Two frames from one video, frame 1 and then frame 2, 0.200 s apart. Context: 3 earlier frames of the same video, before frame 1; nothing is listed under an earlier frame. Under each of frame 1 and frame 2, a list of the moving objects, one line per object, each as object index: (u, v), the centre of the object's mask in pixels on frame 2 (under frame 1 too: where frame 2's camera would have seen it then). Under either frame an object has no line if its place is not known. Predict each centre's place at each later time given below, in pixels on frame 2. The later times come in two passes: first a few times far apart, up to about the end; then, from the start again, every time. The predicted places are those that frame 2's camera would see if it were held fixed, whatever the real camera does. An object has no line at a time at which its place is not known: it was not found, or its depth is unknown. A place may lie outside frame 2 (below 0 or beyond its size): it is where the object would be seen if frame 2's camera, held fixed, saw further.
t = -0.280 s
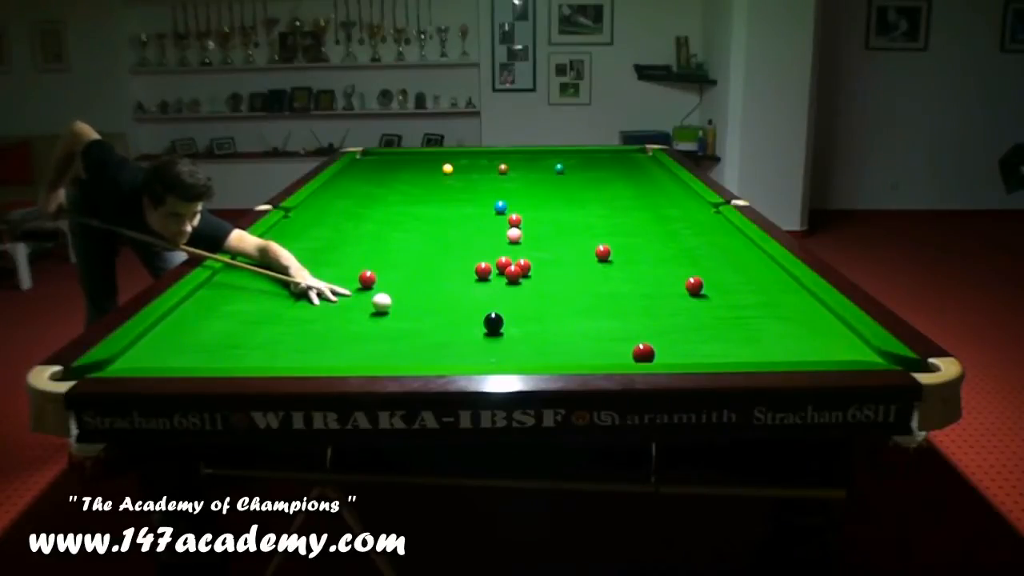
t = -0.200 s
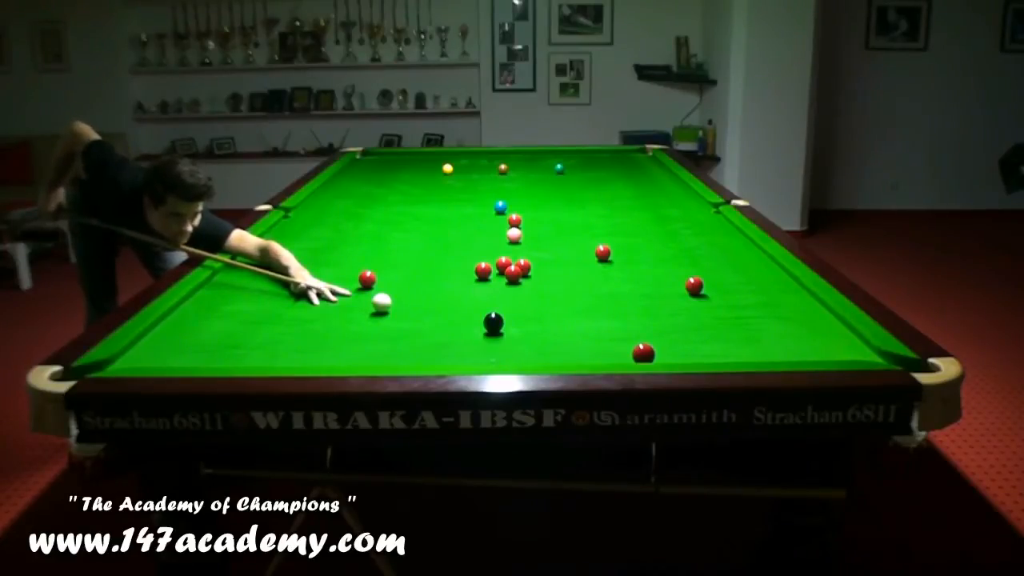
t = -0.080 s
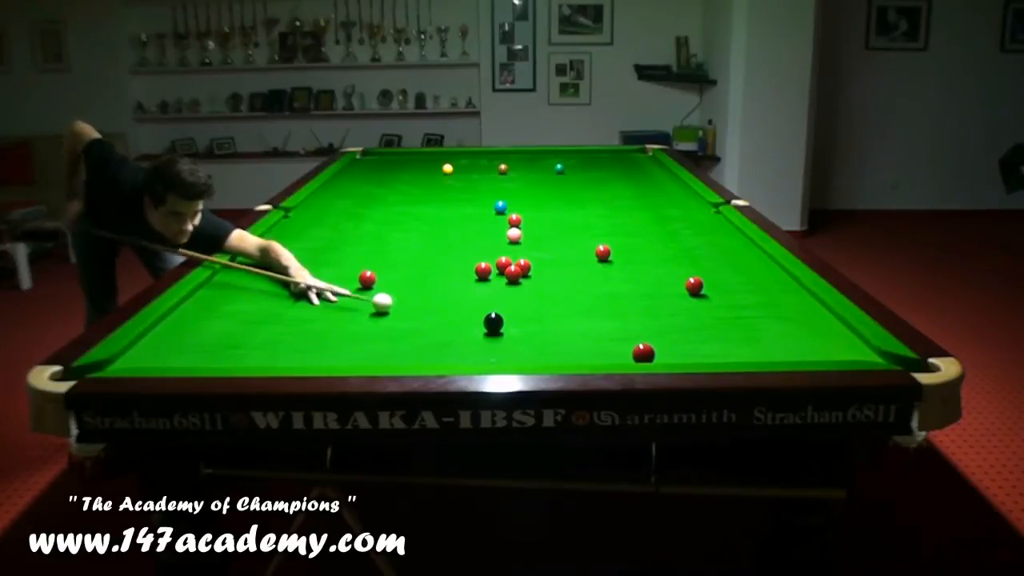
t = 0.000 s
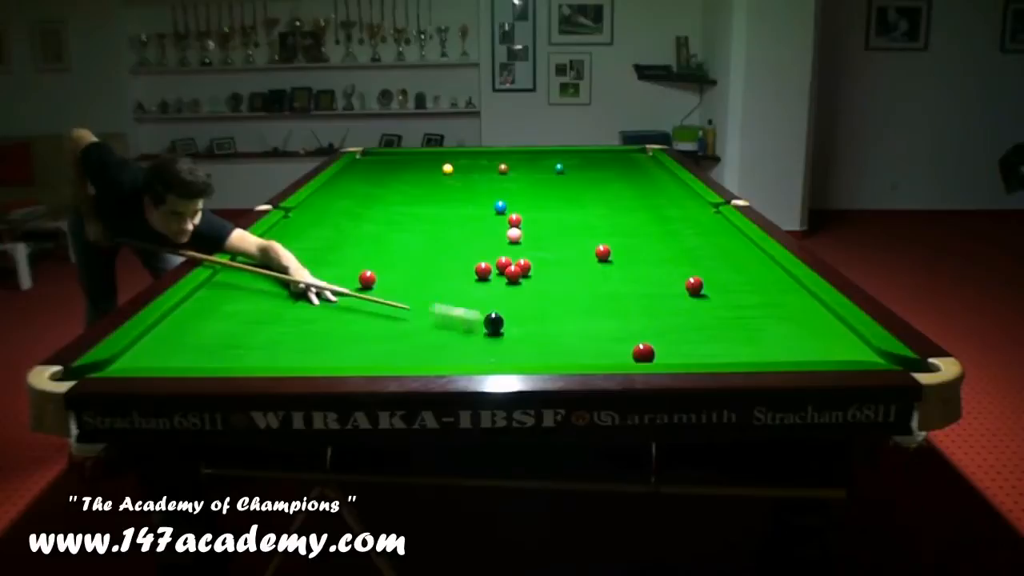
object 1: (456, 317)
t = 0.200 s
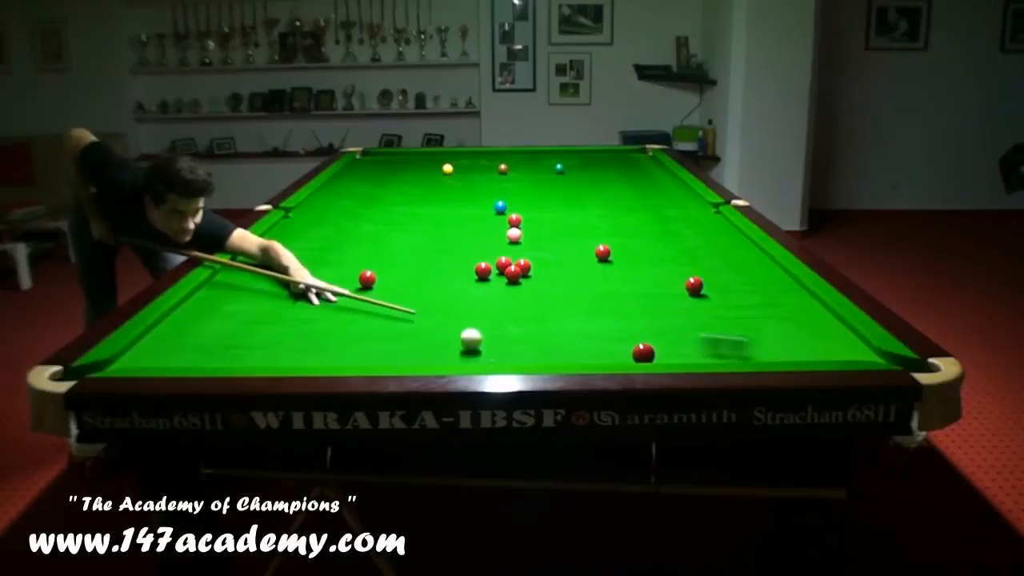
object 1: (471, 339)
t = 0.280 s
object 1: (472, 348)
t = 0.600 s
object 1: (471, 353)
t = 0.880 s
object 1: (463, 335)
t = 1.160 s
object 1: (457, 321)
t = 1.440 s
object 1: (451, 309)
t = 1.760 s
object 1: (444, 297)
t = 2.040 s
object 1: (439, 288)
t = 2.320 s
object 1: (435, 281)
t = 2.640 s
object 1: (431, 274)
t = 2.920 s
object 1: (427, 269)
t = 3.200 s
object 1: (424, 265)
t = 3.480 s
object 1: (421, 262)
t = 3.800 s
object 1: (418, 259)
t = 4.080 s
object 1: (416, 257)
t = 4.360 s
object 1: (415, 256)
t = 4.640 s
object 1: (414, 256)
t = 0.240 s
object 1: (472, 343)
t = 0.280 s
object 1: (472, 348)
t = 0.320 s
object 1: (473, 351)
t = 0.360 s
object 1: (474, 354)
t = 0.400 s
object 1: (475, 356)
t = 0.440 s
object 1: (476, 359)
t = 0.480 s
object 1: (474, 357)
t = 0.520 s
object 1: (473, 356)
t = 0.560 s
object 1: (472, 354)
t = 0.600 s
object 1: (471, 353)
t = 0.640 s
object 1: (470, 350)
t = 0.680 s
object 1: (469, 348)
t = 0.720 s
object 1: (468, 345)
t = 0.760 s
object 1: (466, 343)
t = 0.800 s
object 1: (465, 340)
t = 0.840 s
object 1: (464, 338)
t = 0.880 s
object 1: (463, 335)
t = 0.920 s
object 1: (463, 333)
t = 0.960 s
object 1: (462, 331)
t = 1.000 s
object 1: (461, 329)
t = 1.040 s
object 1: (460, 327)
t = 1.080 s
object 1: (459, 325)
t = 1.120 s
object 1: (458, 322)
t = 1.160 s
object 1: (457, 321)
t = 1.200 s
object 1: (456, 319)
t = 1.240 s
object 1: (455, 317)
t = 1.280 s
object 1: (454, 315)
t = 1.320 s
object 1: (453, 314)
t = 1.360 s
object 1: (452, 312)
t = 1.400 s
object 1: (451, 310)
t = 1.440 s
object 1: (451, 309)
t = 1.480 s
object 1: (450, 307)
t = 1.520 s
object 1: (449, 305)
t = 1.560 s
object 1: (448, 304)
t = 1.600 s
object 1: (447, 302)
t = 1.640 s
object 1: (447, 301)
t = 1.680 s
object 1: (446, 300)
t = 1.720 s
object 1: (445, 298)
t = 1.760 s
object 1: (444, 297)
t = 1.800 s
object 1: (443, 296)
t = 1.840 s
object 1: (443, 294)
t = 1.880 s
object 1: (442, 293)
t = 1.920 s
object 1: (441, 292)
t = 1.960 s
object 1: (440, 291)
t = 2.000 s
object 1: (440, 289)
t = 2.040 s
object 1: (439, 288)
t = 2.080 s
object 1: (438, 287)
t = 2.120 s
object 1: (438, 286)
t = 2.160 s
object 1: (438, 285)
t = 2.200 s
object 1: (437, 284)
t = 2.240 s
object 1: (436, 283)
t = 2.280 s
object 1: (435, 282)
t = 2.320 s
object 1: (435, 281)
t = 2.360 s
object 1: (434, 280)
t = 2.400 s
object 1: (434, 279)
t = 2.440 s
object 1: (433, 278)
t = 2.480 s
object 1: (433, 278)
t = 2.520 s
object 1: (432, 277)
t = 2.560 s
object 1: (431, 275)
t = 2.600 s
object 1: (431, 275)
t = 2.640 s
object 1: (431, 274)
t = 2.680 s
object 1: (430, 273)
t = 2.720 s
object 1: (430, 273)
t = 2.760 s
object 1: (429, 272)
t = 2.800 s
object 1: (429, 271)
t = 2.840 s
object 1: (428, 270)
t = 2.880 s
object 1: (428, 270)
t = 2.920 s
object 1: (427, 269)
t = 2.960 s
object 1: (427, 268)
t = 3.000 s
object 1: (426, 268)
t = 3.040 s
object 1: (426, 267)
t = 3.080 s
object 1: (426, 266)
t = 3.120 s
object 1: (425, 266)
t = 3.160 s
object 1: (425, 266)
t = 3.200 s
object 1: (424, 265)
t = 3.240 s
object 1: (424, 265)
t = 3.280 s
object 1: (423, 264)
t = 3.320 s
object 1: (423, 264)
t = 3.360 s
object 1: (423, 263)
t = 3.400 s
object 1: (422, 263)
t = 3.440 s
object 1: (422, 262)
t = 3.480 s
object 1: (421, 262)
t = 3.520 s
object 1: (421, 262)
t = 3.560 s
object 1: (420, 261)
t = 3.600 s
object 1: (420, 261)
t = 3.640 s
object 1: (420, 260)
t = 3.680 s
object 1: (419, 260)
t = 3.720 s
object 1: (419, 260)
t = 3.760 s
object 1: (418, 259)
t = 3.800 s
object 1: (418, 259)
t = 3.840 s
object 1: (418, 259)
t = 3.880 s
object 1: (417, 259)
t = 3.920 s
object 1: (417, 258)
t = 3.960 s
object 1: (417, 258)
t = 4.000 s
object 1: (416, 258)
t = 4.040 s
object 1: (416, 258)
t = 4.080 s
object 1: (416, 257)
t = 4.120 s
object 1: (416, 257)
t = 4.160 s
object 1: (415, 257)
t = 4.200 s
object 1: (415, 257)
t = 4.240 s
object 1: (415, 257)
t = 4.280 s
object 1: (415, 257)
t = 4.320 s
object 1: (415, 257)
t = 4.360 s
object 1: (415, 256)
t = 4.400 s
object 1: (414, 256)
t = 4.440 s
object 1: (414, 256)
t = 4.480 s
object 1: (414, 256)
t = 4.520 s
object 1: (414, 256)
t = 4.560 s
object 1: (414, 256)
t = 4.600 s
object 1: (414, 256)
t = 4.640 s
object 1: (414, 256)
